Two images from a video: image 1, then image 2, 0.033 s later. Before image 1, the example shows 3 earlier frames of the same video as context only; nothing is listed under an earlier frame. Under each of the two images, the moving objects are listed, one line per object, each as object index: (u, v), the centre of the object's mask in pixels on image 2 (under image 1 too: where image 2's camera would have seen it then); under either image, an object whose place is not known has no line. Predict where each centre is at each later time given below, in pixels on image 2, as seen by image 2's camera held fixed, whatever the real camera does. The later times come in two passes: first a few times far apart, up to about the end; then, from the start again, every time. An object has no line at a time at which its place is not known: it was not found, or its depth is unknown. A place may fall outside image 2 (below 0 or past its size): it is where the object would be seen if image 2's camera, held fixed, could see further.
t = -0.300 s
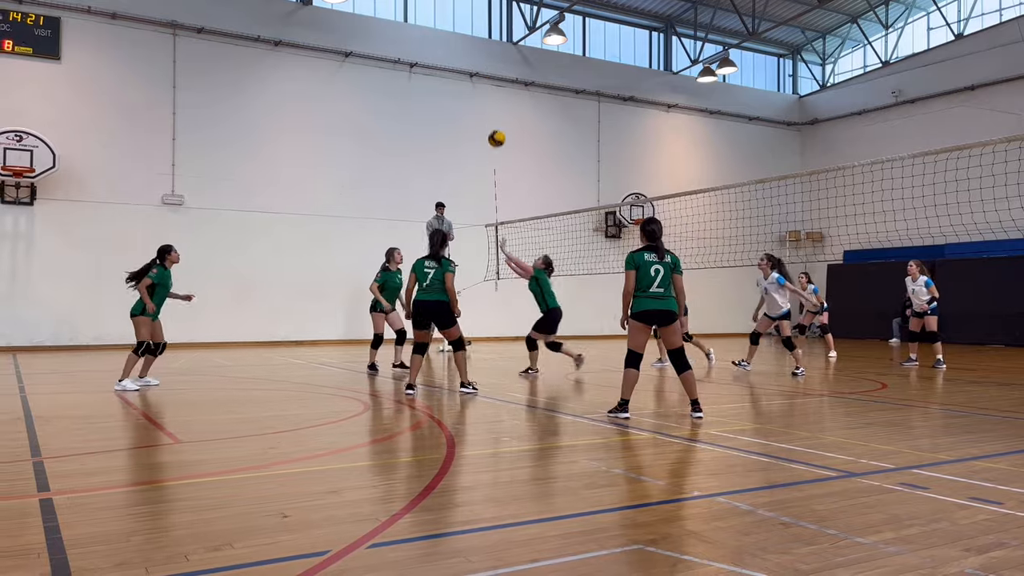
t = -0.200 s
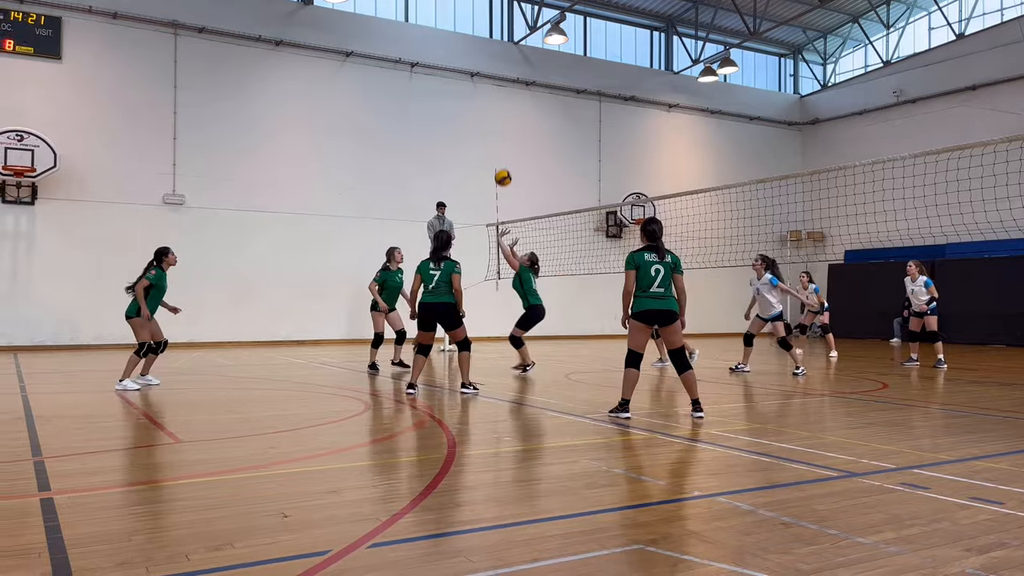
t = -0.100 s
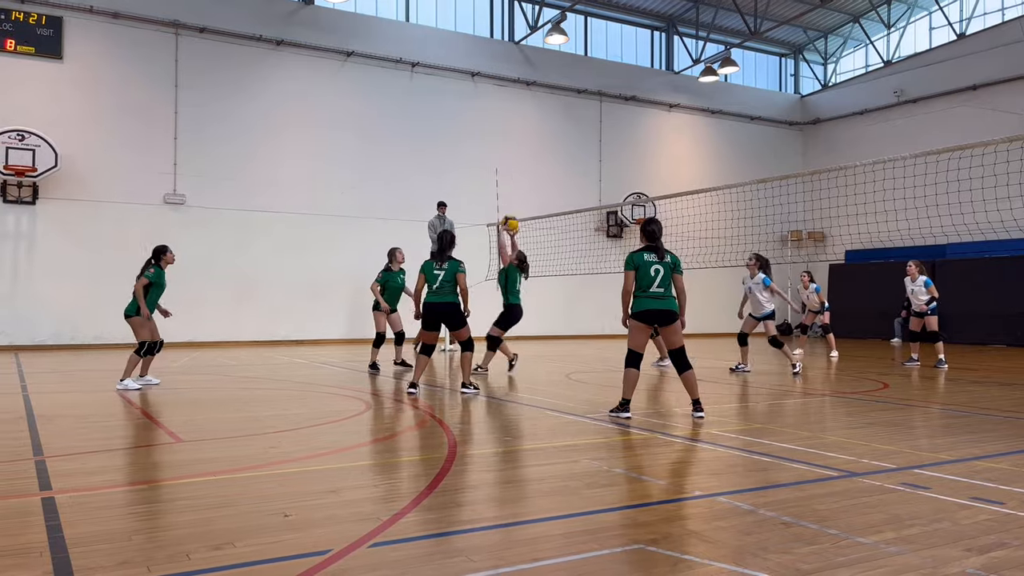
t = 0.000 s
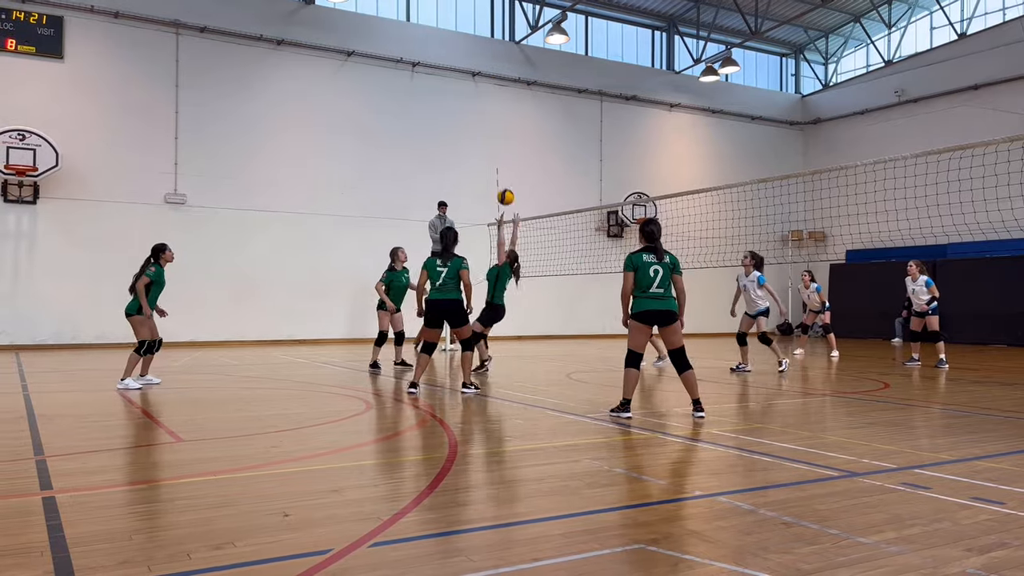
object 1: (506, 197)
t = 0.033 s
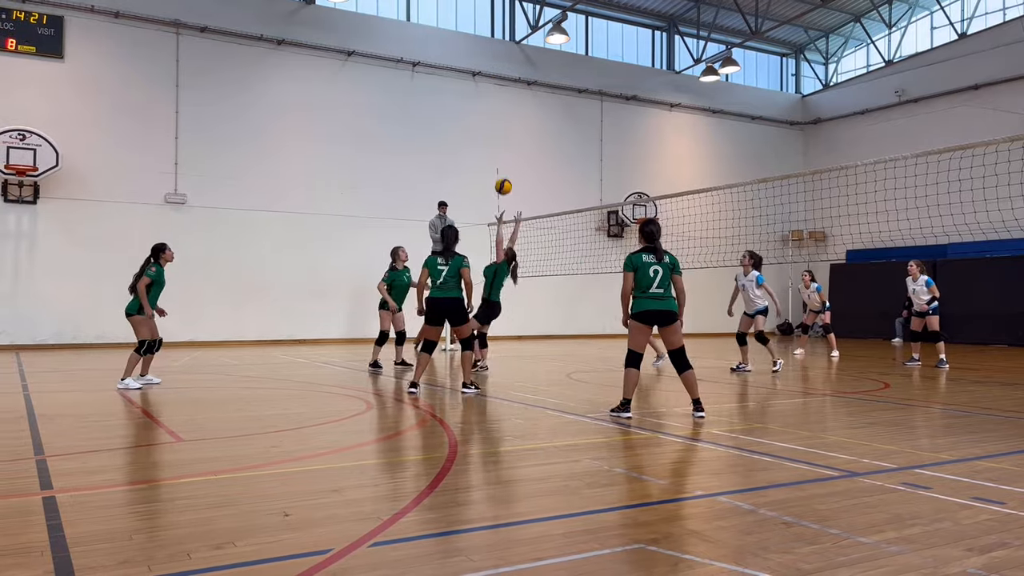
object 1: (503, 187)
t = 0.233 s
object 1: (489, 144)
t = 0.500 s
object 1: (469, 138)
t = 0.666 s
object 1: (457, 161)
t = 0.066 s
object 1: (501, 177)
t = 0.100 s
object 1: (498, 168)
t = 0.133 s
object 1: (496, 161)
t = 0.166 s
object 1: (494, 154)
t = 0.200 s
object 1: (491, 149)
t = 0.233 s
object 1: (489, 144)
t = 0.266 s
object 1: (486, 140)
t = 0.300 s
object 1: (484, 137)
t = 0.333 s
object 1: (481, 135)
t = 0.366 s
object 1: (479, 134)
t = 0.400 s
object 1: (476, 133)
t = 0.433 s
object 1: (474, 134)
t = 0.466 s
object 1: (472, 135)
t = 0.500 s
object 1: (469, 138)
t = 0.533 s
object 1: (467, 141)
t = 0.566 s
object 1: (464, 144)
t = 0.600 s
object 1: (462, 149)
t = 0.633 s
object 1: (460, 155)
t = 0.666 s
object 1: (457, 161)
